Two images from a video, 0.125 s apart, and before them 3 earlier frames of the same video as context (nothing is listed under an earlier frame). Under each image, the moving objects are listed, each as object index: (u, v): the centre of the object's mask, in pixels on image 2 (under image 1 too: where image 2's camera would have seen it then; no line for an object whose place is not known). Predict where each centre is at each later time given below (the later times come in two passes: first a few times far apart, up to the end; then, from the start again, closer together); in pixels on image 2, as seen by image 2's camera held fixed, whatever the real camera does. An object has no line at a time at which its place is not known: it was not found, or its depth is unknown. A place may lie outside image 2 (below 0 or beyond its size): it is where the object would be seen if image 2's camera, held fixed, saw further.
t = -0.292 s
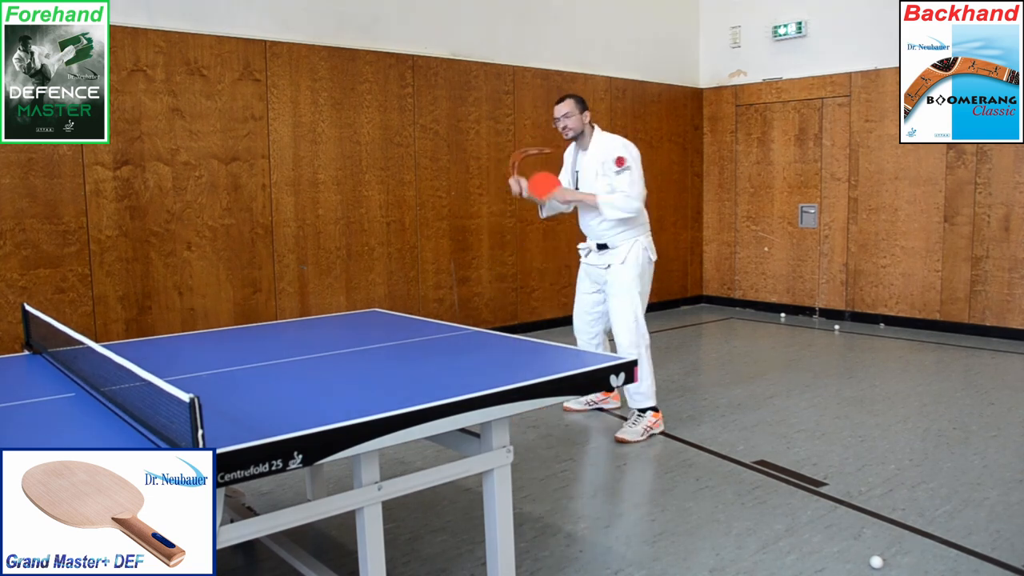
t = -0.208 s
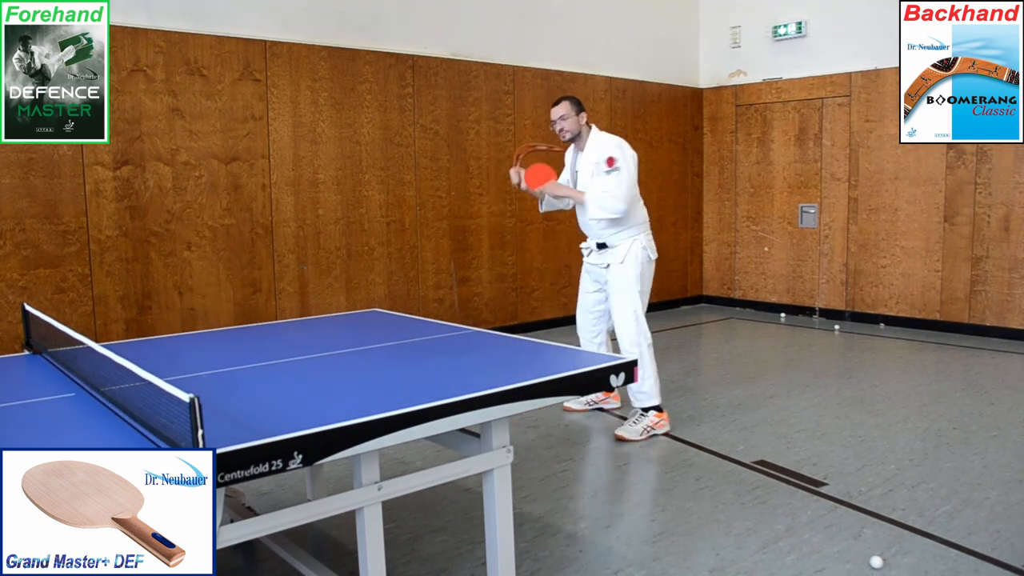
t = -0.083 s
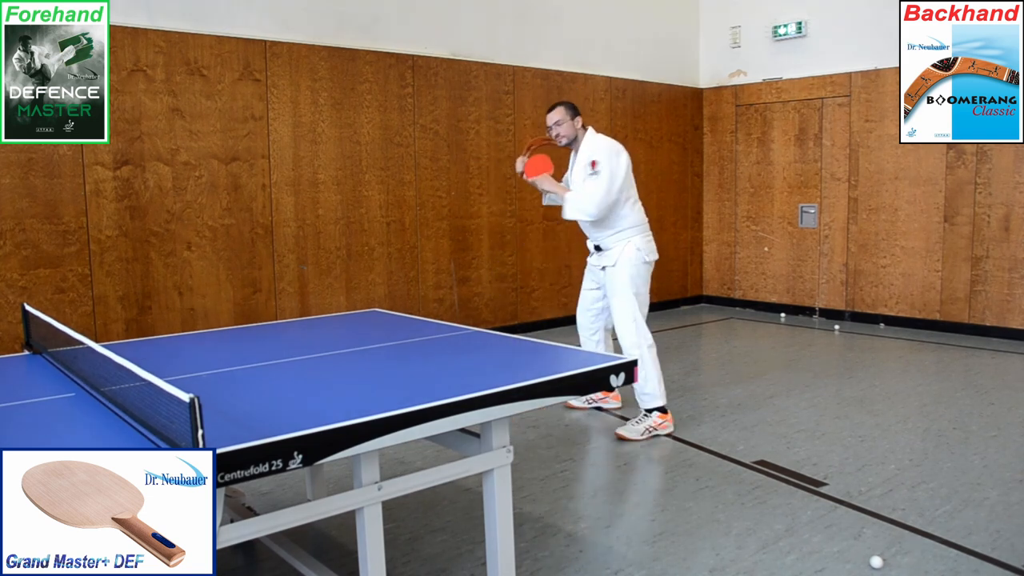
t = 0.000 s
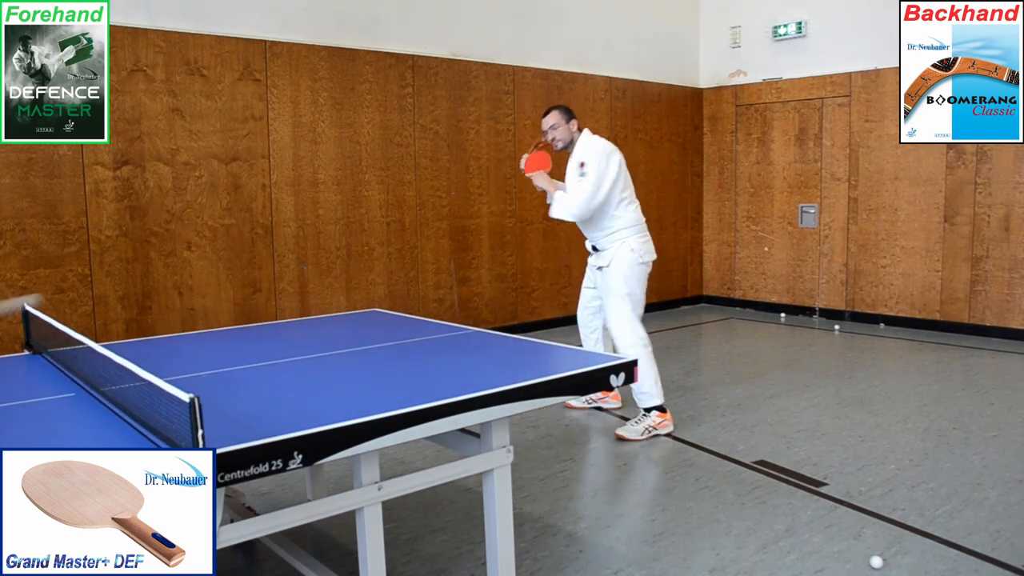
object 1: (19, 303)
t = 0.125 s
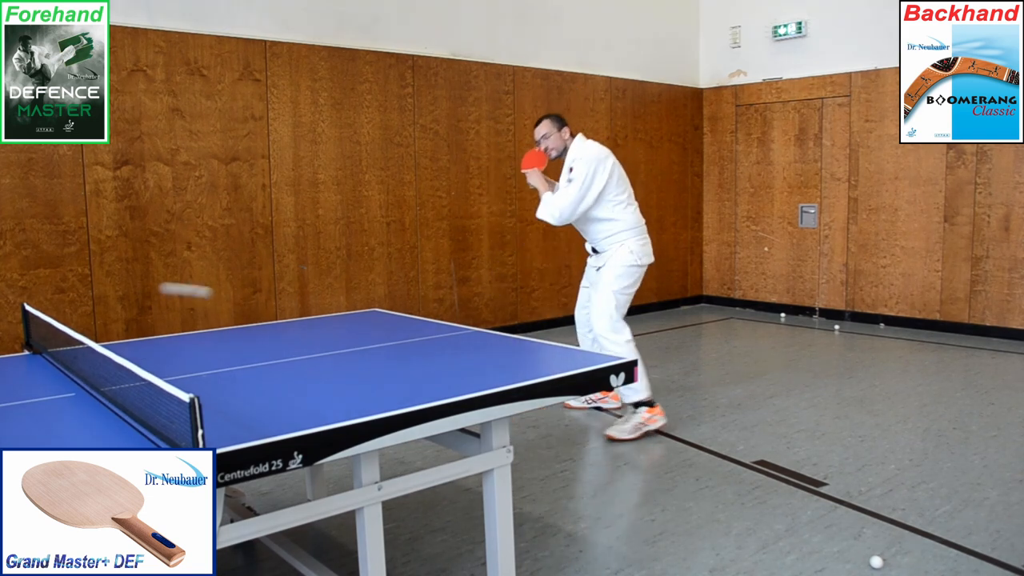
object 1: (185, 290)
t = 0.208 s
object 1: (268, 309)
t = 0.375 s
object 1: (386, 276)
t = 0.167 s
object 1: (230, 298)
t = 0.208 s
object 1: (268, 309)
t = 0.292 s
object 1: (334, 315)
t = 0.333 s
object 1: (361, 292)
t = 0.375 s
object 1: (386, 276)
